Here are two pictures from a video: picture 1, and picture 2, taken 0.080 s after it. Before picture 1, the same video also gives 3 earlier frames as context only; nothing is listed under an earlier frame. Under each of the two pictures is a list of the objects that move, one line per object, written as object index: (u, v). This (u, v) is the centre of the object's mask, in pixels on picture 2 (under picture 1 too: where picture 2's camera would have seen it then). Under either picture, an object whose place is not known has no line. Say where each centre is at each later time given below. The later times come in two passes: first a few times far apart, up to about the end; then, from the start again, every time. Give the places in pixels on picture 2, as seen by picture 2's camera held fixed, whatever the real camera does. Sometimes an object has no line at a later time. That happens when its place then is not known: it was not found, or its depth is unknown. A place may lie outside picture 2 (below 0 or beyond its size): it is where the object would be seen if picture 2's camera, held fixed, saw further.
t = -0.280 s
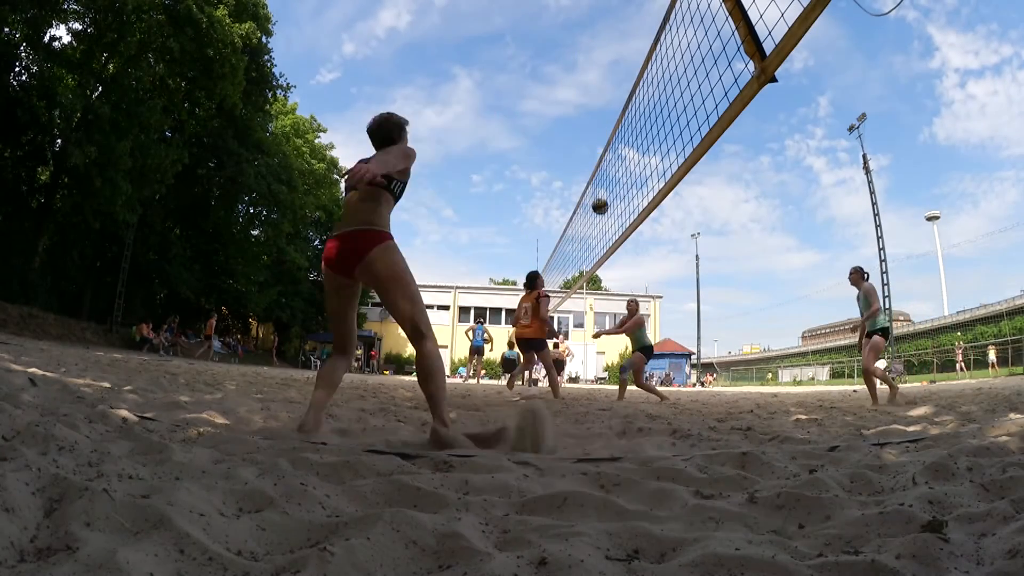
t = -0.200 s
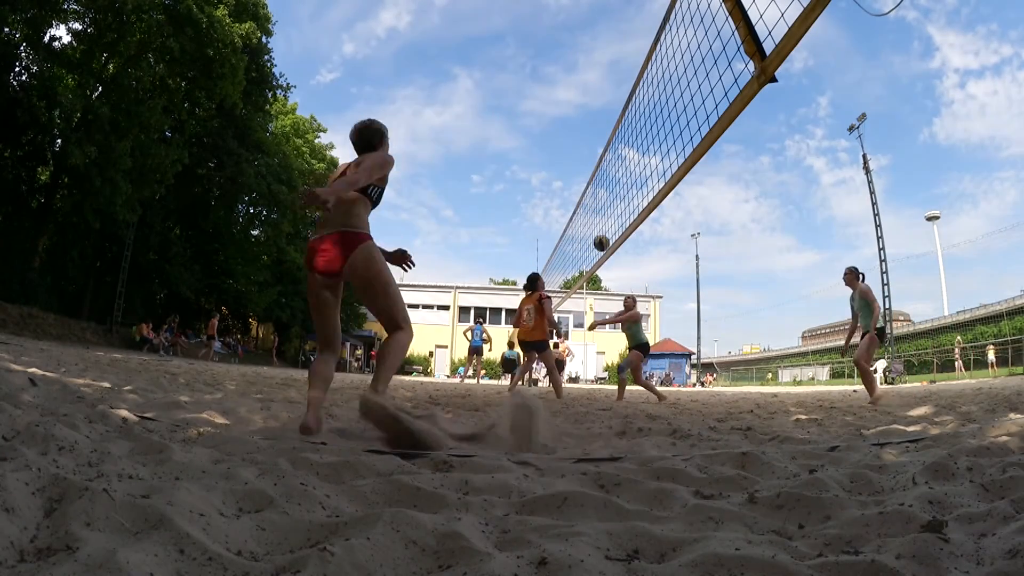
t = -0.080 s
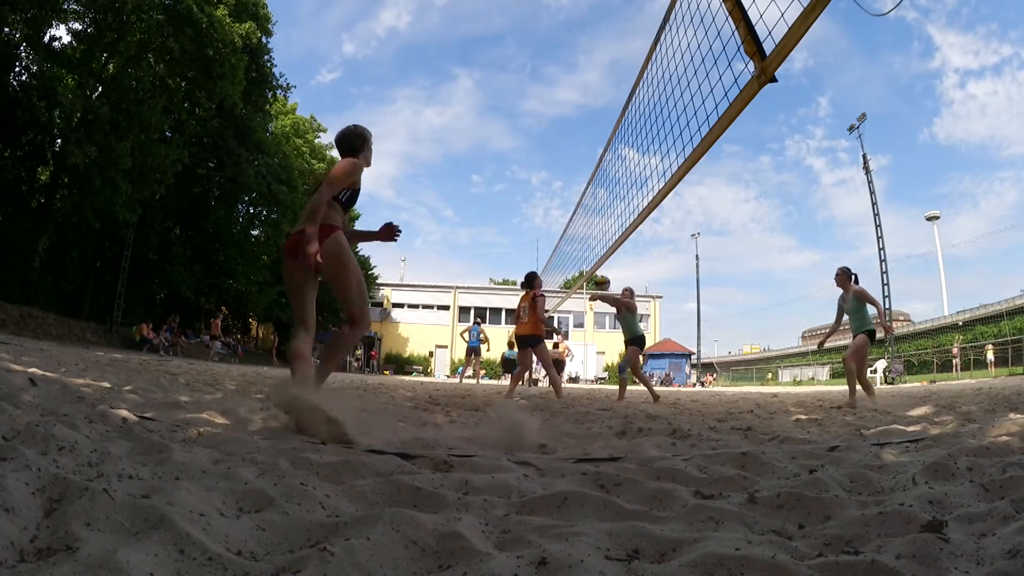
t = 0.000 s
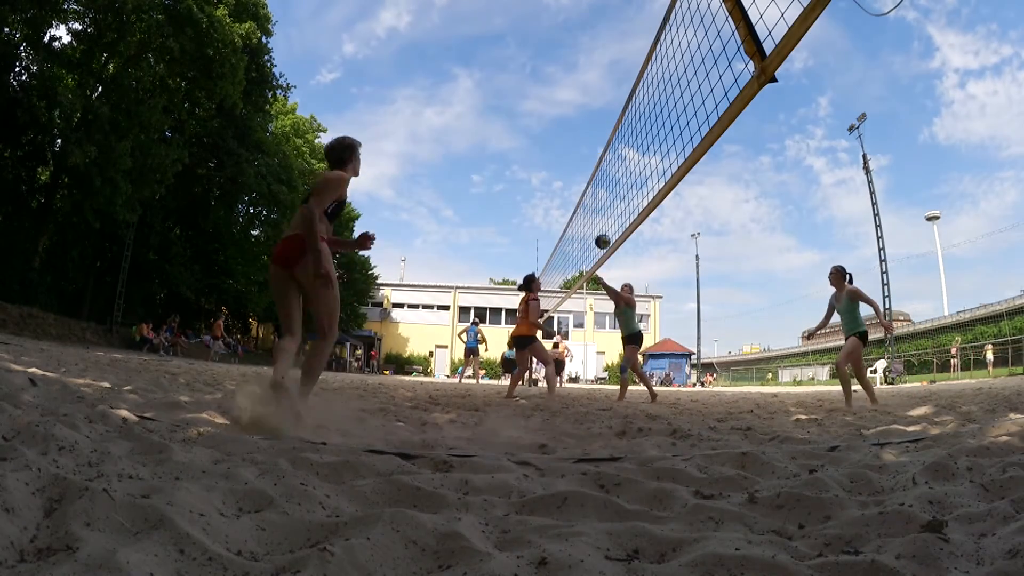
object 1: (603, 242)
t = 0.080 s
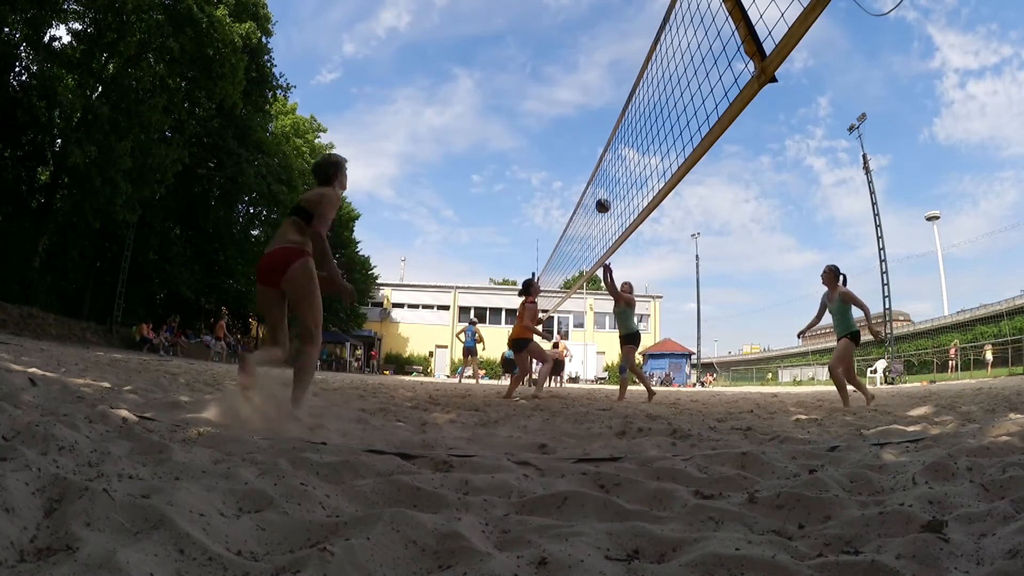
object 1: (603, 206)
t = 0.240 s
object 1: (603, 151)
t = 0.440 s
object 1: (602, 108)
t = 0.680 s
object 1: (602, 88)
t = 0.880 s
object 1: (604, 95)
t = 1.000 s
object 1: (606, 111)
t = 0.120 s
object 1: (602, 190)
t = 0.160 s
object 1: (603, 176)
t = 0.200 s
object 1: (603, 163)
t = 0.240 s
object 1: (603, 151)
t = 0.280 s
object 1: (601, 140)
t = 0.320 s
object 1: (602, 130)
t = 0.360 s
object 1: (602, 122)
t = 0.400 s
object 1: (602, 114)
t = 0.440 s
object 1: (602, 108)
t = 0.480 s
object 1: (601, 102)
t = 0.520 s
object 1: (602, 98)
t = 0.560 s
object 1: (601, 94)
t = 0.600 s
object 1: (602, 91)
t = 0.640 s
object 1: (601, 89)
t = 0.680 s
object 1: (602, 88)
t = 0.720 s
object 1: (602, 88)
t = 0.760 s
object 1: (602, 88)
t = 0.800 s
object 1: (603, 90)
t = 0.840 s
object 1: (603, 92)
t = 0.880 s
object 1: (604, 95)
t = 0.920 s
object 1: (604, 100)
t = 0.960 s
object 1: (605, 105)
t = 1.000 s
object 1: (606, 111)
